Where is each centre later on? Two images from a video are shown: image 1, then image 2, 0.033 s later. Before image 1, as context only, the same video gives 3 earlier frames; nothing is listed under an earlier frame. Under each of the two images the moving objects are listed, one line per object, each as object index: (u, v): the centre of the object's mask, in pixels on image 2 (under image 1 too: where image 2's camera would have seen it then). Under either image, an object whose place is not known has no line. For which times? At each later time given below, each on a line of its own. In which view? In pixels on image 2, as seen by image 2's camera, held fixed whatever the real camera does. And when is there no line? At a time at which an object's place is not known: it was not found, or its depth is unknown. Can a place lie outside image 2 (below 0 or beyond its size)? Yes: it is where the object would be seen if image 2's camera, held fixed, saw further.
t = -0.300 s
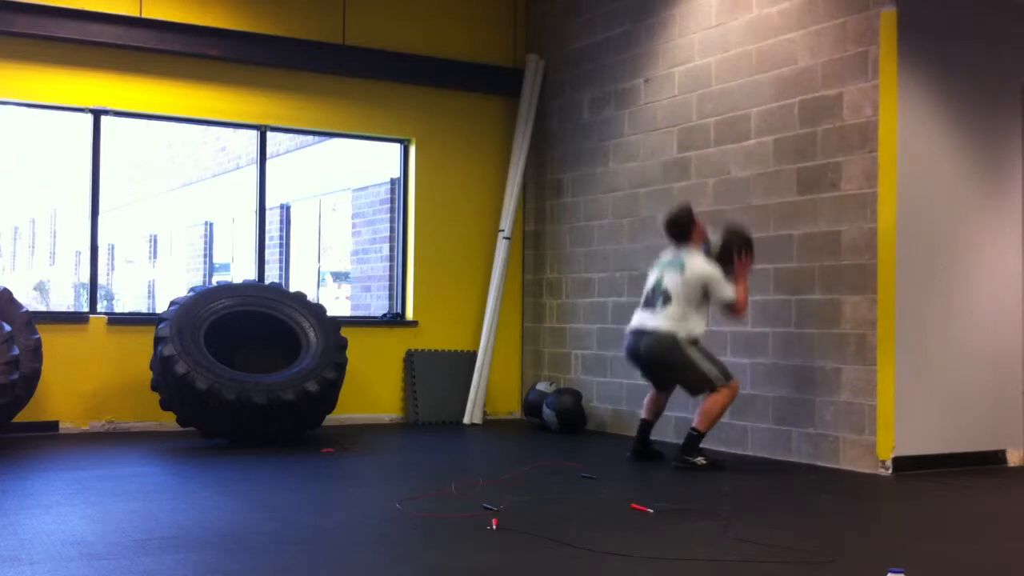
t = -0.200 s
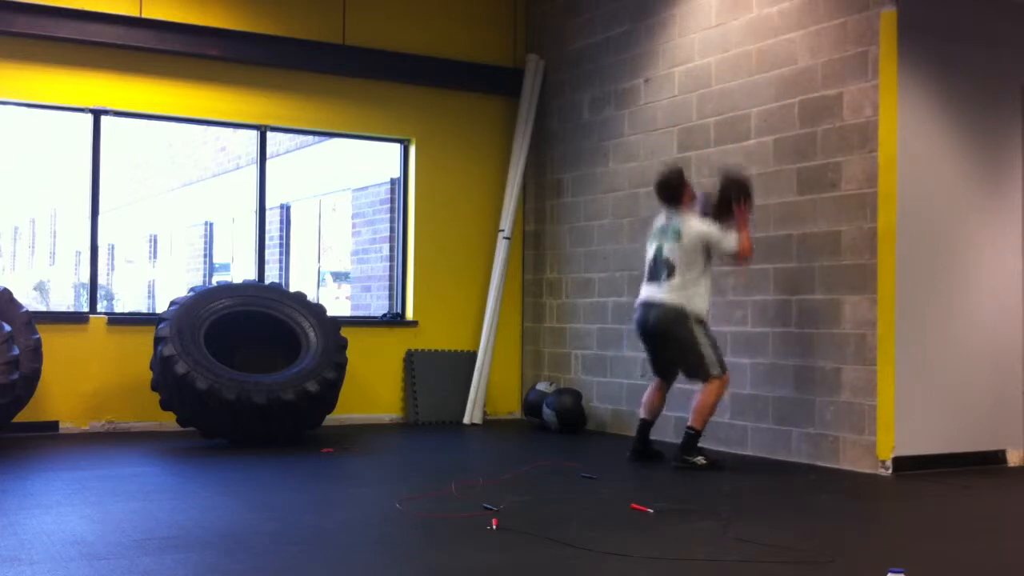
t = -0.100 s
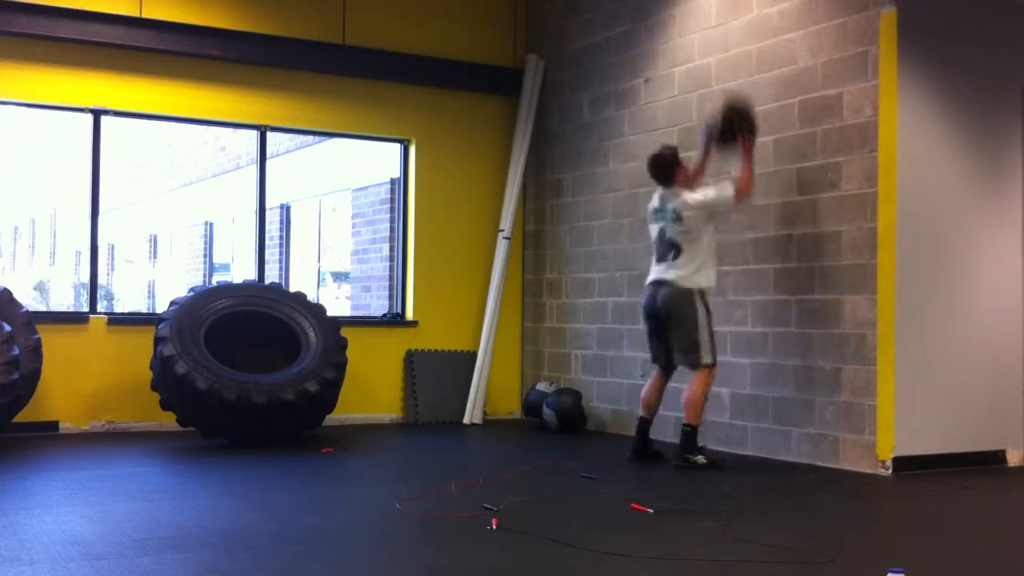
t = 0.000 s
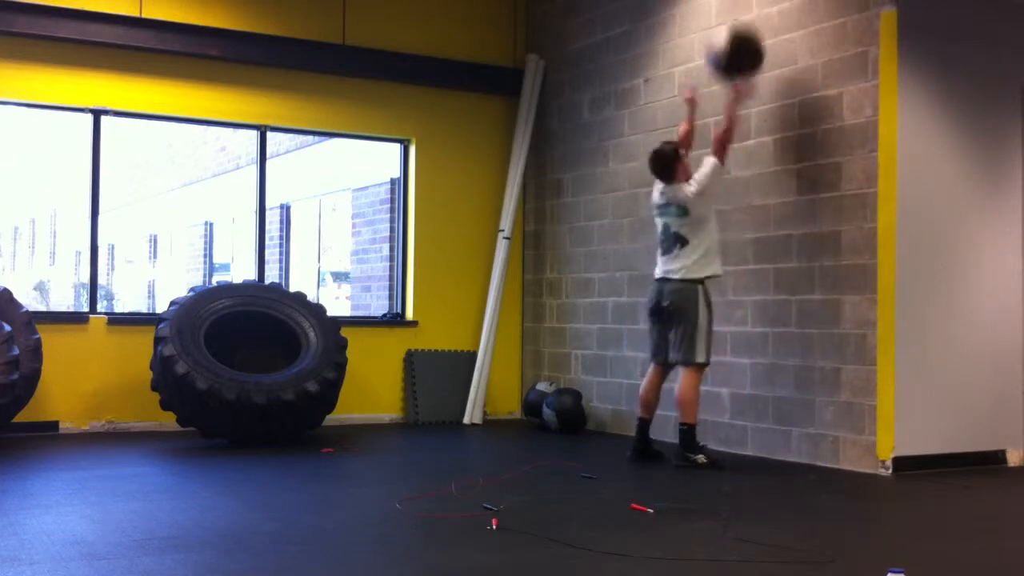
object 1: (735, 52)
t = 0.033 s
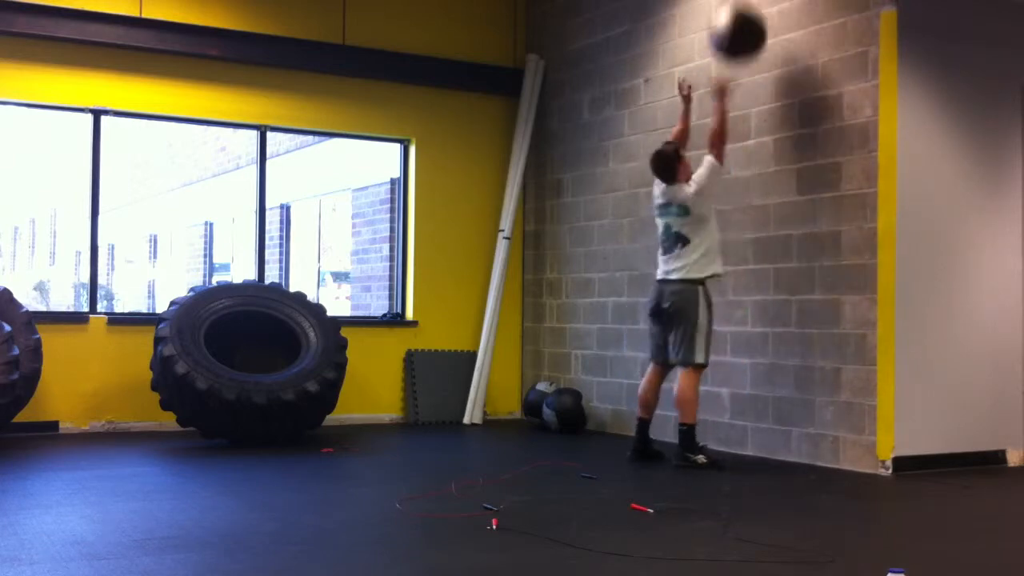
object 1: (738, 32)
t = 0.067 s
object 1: (740, 20)
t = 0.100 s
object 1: (742, 11)
